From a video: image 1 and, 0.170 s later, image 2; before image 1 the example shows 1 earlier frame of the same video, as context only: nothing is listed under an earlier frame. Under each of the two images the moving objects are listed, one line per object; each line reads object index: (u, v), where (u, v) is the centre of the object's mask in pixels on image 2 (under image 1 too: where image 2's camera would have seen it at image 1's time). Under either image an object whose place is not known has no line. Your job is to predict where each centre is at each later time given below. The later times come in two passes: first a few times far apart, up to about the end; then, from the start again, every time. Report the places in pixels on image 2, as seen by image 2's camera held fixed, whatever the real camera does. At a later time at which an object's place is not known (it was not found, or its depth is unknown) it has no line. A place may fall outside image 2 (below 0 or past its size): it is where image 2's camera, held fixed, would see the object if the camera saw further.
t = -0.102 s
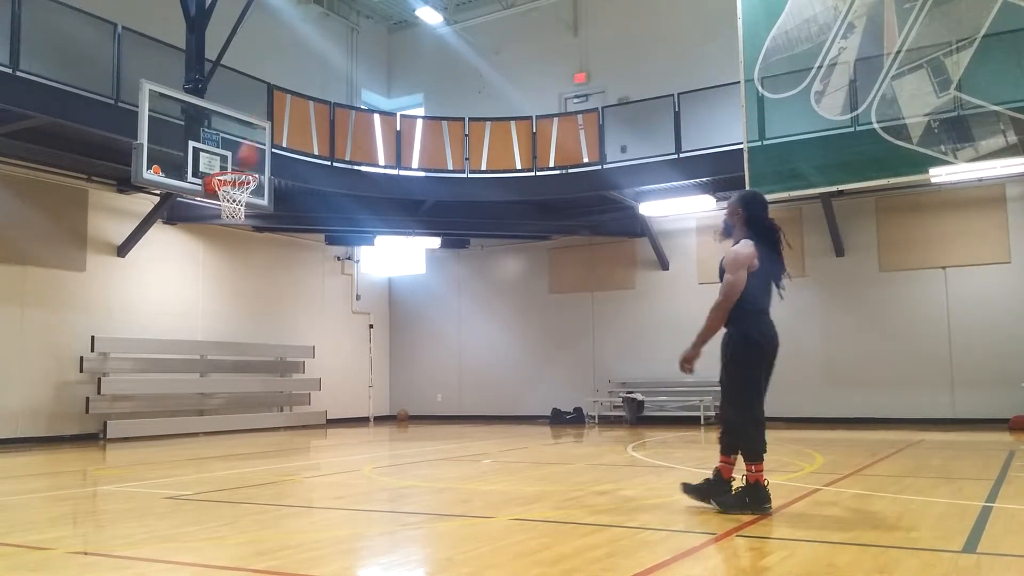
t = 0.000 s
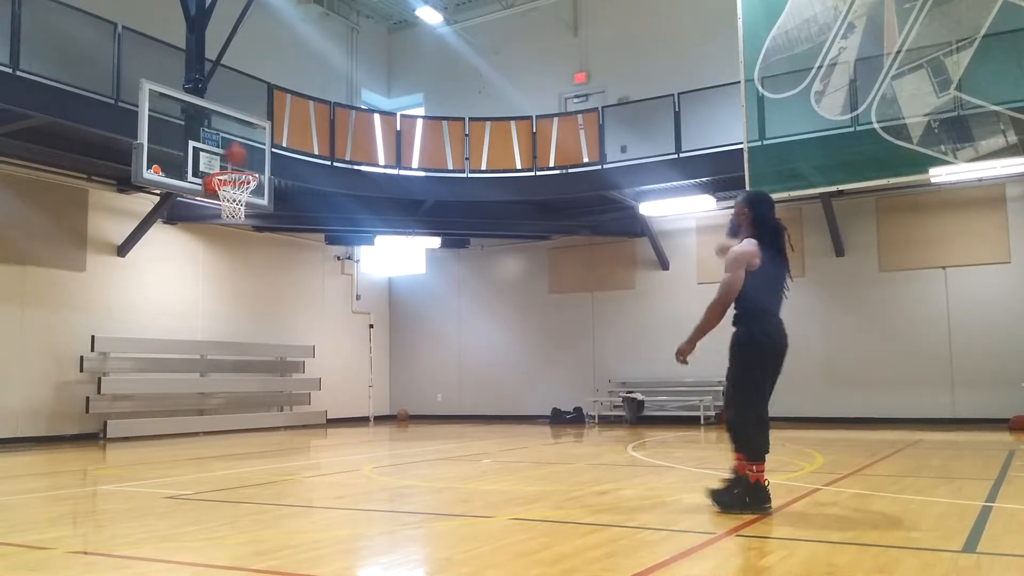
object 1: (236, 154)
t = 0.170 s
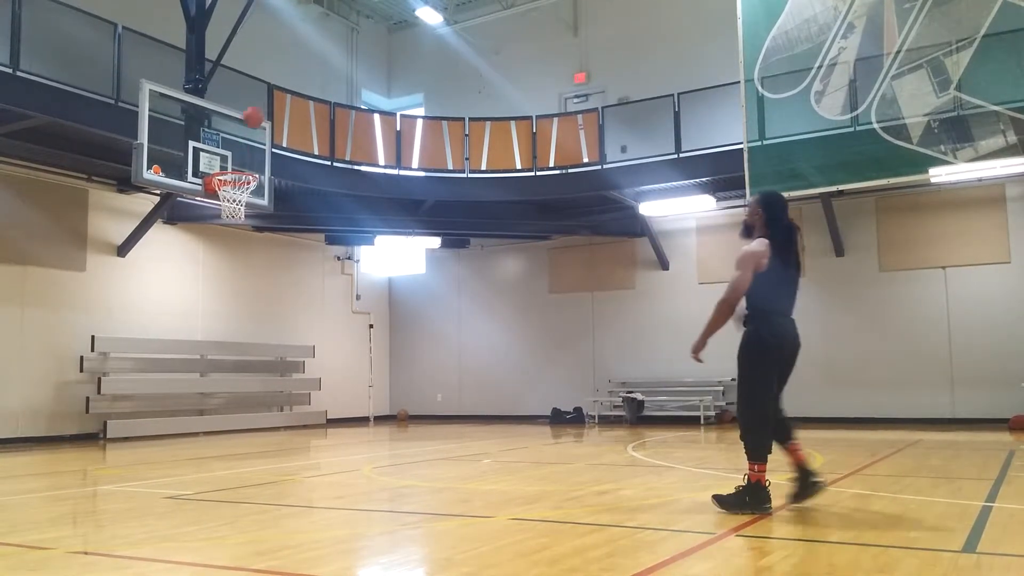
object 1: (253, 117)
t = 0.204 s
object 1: (257, 112)
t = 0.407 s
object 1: (281, 103)
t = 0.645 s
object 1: (312, 135)
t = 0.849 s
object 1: (339, 204)
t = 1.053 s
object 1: (368, 314)
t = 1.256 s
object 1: (394, 425)
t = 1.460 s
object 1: (389, 326)
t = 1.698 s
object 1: (384, 258)
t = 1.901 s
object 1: (380, 240)
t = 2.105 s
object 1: (376, 258)
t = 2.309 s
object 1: (372, 310)
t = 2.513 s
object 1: (367, 398)
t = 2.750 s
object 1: (369, 379)
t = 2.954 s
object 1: (372, 334)
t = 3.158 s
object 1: (374, 324)
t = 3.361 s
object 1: (376, 348)
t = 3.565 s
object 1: (379, 402)
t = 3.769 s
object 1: (380, 400)
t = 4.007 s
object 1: (380, 368)
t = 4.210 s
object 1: (381, 374)
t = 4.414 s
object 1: (381, 412)
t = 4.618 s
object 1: (382, 404)
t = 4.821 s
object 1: (384, 388)
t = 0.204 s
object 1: (257, 112)
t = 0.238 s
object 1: (262, 109)
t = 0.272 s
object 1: (265, 105)
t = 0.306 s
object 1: (270, 104)
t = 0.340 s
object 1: (272, 103)
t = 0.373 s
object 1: (277, 102)
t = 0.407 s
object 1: (281, 103)
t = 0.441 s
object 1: (287, 104)
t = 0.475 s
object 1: (291, 106)
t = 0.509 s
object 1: (294, 112)
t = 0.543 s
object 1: (299, 115)
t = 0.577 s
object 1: (303, 120)
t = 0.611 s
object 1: (307, 127)
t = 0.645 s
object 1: (312, 135)
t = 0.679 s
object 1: (317, 145)
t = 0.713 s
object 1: (322, 155)
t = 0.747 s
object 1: (325, 166)
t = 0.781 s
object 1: (329, 177)
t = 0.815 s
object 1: (334, 190)
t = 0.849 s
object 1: (339, 204)
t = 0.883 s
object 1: (344, 219)
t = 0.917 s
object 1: (347, 234)
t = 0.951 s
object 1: (351, 253)
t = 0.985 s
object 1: (357, 274)
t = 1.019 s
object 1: (363, 295)
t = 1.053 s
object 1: (368, 314)
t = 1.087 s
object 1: (373, 338)
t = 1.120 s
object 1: (379, 362)
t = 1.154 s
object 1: (383, 387)
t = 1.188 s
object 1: (389, 414)
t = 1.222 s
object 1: (393, 437)
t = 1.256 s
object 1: (394, 425)
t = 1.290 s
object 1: (392, 407)
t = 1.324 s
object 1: (392, 389)
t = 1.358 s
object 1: (391, 371)
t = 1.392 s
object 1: (390, 355)
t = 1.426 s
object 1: (390, 340)
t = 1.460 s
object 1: (389, 326)
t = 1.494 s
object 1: (388, 314)
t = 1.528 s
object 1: (387, 302)
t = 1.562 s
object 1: (386, 292)
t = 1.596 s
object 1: (386, 283)
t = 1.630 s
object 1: (385, 274)
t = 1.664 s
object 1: (384, 265)
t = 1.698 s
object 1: (384, 258)
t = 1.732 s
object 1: (383, 253)
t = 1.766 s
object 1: (382, 248)
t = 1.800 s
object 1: (381, 244)
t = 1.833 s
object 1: (381, 242)
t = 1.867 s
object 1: (380, 240)
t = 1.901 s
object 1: (380, 240)
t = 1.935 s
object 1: (379, 240)
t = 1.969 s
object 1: (378, 242)
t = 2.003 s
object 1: (377, 244)
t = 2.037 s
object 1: (376, 247)
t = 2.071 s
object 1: (376, 252)
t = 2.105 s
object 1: (376, 258)
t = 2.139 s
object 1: (375, 264)
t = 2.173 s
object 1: (374, 273)
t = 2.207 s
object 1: (373, 281)
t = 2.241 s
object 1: (373, 289)
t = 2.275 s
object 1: (372, 299)
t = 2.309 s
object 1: (372, 310)
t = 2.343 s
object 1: (371, 322)
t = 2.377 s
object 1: (371, 334)
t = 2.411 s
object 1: (370, 349)
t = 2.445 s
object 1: (369, 365)
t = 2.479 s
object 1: (368, 381)
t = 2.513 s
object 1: (367, 398)
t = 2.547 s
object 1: (367, 414)
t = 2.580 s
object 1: (366, 432)
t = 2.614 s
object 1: (366, 426)
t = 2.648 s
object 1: (367, 414)
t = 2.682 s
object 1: (368, 401)
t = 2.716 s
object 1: (368, 389)
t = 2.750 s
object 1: (369, 379)
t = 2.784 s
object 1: (369, 369)
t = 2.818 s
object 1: (370, 360)
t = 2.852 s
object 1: (370, 352)
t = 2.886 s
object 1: (371, 346)
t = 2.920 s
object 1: (371, 340)
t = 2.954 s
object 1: (372, 334)
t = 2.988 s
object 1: (372, 331)
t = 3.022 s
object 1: (373, 328)
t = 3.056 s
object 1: (373, 325)
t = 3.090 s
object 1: (373, 324)
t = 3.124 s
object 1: (373, 324)
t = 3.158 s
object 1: (374, 324)
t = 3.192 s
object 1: (374, 326)
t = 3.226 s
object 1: (375, 328)
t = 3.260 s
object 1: (375, 332)
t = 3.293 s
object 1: (376, 336)
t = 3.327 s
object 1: (376, 341)
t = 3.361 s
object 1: (376, 348)
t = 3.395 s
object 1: (377, 354)
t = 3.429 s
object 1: (377, 362)
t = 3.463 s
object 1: (378, 371)
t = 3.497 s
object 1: (378, 381)
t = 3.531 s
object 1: (379, 391)
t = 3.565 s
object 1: (379, 402)
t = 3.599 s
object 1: (379, 415)
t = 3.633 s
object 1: (380, 427)
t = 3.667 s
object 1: (379, 427)
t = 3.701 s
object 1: (380, 418)
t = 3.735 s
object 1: (380, 409)
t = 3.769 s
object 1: (380, 400)
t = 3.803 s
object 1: (380, 393)
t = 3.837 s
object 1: (380, 387)
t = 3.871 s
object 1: (380, 381)
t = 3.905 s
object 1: (380, 376)
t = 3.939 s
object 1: (380, 372)
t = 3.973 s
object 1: (380, 370)
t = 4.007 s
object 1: (380, 368)
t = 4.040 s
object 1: (380, 367)
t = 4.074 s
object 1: (380, 366)
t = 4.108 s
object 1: (380, 367)
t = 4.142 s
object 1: (380, 368)
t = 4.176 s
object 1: (381, 370)
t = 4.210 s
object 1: (381, 374)
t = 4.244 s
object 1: (381, 378)
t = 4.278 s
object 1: (381, 383)
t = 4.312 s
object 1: (381, 389)
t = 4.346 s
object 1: (381, 395)
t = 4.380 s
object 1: (381, 403)
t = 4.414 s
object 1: (381, 412)
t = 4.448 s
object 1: (381, 419)
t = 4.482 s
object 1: (380, 428)
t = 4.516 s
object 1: (380, 424)
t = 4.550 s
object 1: (381, 417)
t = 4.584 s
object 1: (382, 410)
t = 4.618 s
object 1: (382, 404)
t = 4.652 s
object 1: (383, 399)
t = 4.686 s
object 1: (383, 395)
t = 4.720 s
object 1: (383, 392)
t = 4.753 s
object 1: (383, 390)
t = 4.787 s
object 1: (384, 389)
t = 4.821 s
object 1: (384, 388)
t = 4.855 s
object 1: (384, 388)
